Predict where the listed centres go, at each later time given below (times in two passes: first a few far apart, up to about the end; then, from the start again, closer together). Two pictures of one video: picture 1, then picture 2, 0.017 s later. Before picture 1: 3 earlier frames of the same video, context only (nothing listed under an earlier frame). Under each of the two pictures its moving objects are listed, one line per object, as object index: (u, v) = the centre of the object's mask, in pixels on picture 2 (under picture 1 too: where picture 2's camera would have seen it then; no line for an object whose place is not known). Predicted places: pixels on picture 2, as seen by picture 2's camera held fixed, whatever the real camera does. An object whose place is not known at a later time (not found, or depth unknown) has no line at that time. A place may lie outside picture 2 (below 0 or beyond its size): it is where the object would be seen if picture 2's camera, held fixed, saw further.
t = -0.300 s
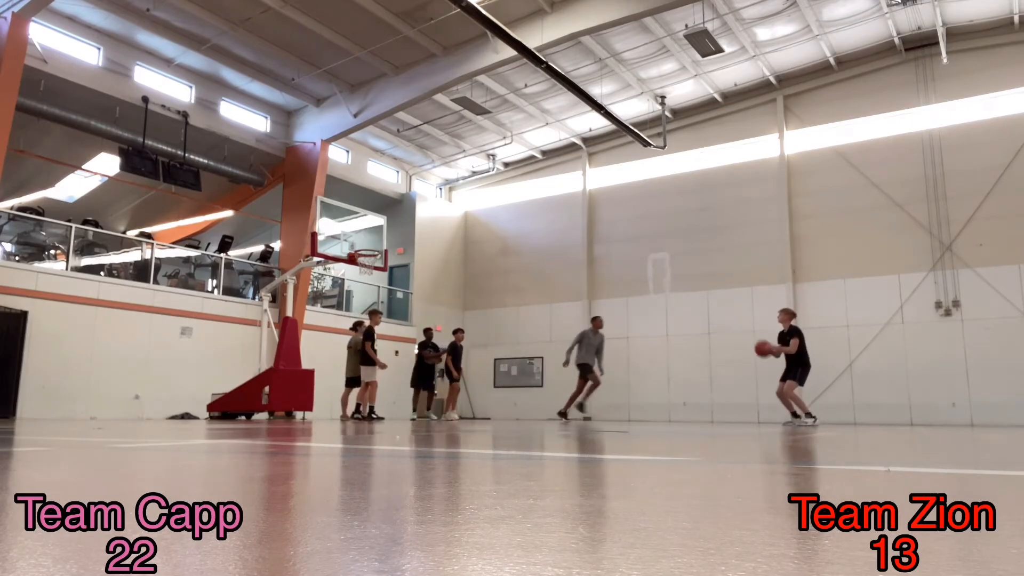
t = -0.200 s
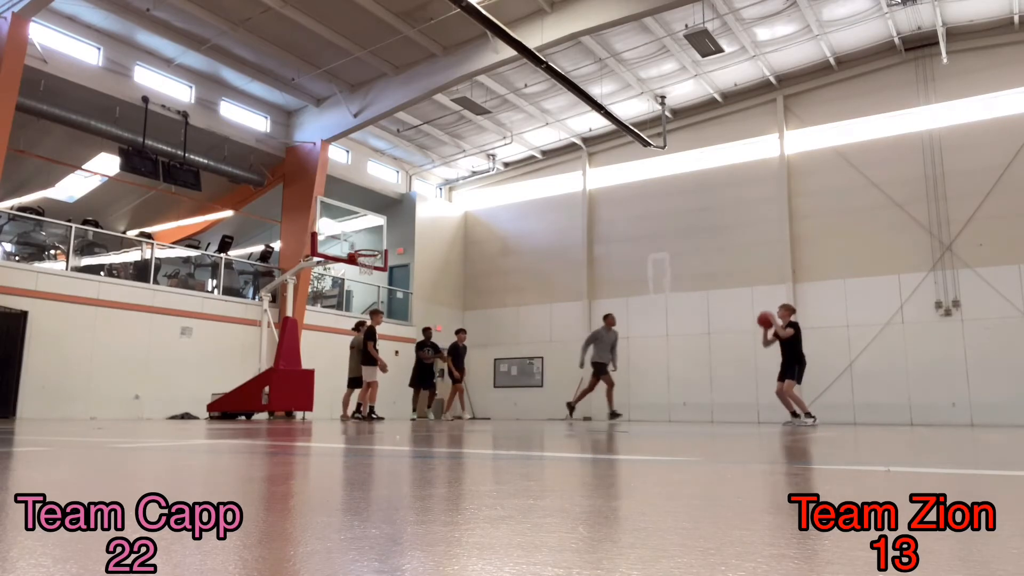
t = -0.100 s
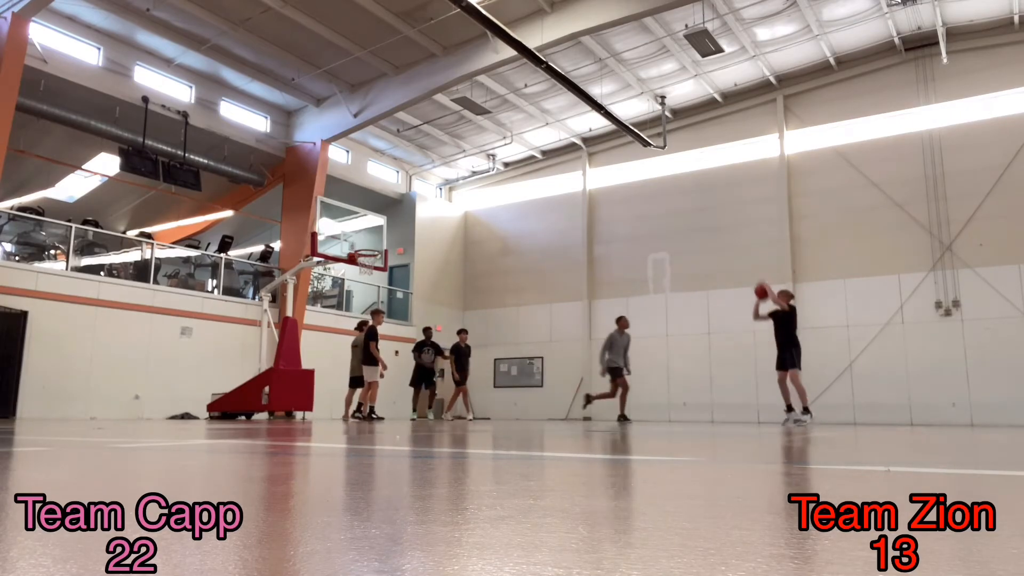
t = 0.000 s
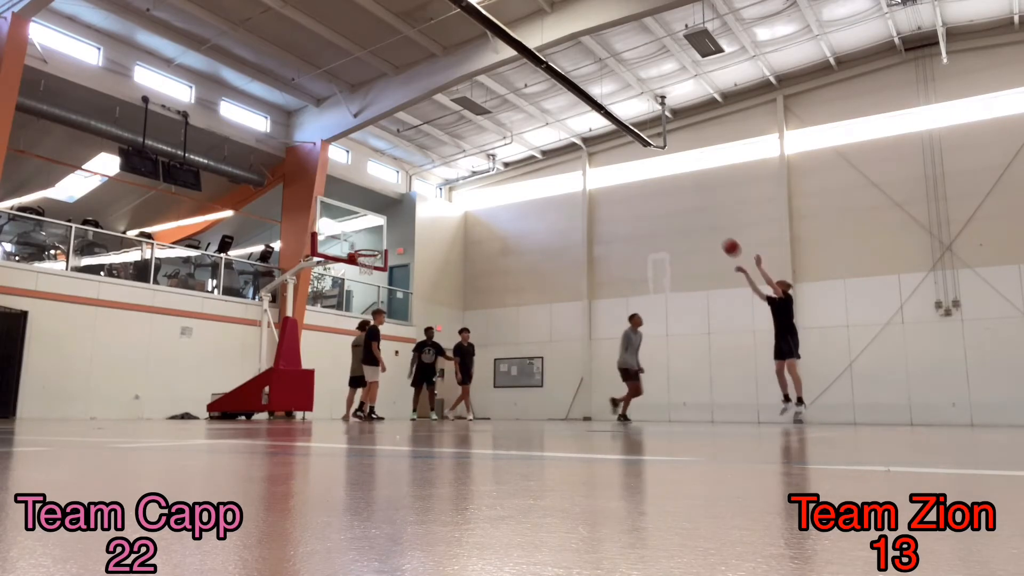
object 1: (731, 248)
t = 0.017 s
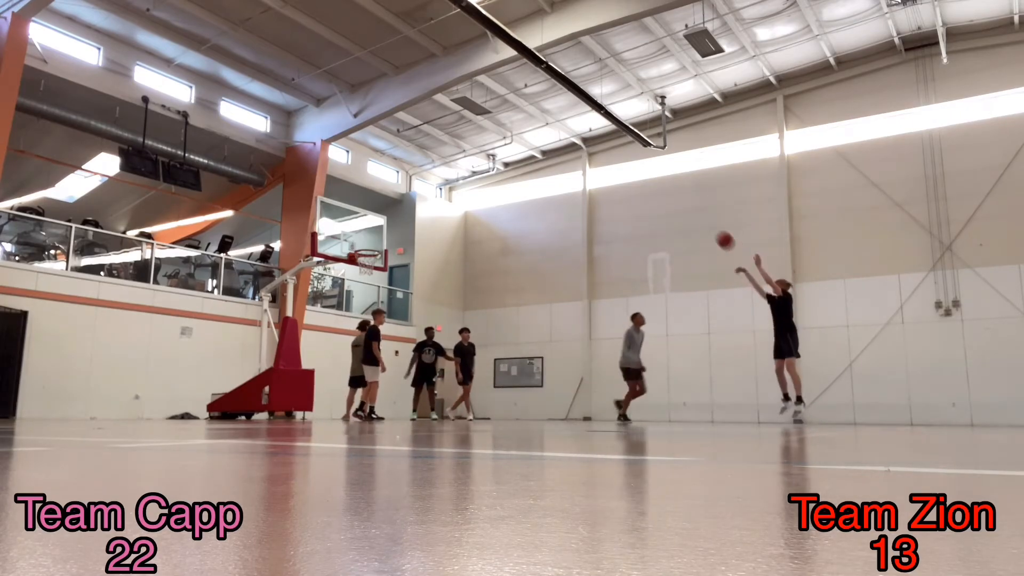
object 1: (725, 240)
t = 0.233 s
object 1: (649, 170)
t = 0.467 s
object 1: (578, 133)
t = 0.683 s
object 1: (520, 126)
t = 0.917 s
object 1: (463, 146)
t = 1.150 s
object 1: (409, 192)
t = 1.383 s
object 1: (359, 259)
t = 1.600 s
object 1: (365, 314)
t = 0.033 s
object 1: (719, 234)
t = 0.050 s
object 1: (713, 227)
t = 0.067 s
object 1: (707, 221)
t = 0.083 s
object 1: (700, 215)
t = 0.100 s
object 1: (694, 209)
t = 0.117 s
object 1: (689, 204)
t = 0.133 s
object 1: (683, 198)
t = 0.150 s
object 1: (677, 193)
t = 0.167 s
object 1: (671, 188)
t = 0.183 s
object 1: (666, 184)
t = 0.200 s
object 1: (660, 181)
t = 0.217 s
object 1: (655, 177)
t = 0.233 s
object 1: (649, 170)
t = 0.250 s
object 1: (643, 166)
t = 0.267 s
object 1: (638, 161)
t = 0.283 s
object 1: (632, 158)
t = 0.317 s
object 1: (622, 153)
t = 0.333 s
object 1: (617, 150)
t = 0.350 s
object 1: (613, 147)
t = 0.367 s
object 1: (608, 145)
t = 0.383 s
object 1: (603, 142)
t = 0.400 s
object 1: (598, 140)
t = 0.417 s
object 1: (593, 138)
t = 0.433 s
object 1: (588, 136)
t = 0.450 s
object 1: (583, 134)
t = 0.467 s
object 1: (578, 133)
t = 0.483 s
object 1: (574, 131)
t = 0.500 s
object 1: (569, 130)
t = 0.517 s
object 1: (564, 129)
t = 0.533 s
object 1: (560, 127)
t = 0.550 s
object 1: (555, 127)
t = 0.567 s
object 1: (551, 126)
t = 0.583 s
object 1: (547, 126)
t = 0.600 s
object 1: (542, 125)
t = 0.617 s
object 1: (538, 125)
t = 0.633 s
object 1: (533, 125)
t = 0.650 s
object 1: (529, 125)
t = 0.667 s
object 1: (524, 126)
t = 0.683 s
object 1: (520, 126)
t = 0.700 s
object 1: (516, 127)
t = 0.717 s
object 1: (512, 127)
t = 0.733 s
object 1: (508, 128)
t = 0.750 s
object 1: (504, 129)
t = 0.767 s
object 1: (499, 130)
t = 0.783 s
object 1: (495, 131)
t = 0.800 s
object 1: (491, 133)
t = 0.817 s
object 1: (487, 134)
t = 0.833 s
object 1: (483, 136)
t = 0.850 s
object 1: (479, 138)
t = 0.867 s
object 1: (475, 140)
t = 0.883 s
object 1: (471, 142)
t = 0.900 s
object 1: (467, 144)
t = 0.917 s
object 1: (463, 146)
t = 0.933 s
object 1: (459, 148)
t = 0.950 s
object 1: (455, 151)
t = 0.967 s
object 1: (451, 154)
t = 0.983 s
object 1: (447, 157)
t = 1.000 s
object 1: (443, 160)
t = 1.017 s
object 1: (440, 162)
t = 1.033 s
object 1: (436, 166)
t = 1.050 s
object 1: (432, 169)
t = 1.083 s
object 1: (424, 176)
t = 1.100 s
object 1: (421, 179)
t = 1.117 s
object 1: (416, 183)
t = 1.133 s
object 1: (412, 188)
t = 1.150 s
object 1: (409, 192)
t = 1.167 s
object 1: (406, 196)
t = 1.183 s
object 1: (402, 200)
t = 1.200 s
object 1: (398, 205)
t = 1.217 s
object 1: (395, 210)
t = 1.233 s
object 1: (391, 215)
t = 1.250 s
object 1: (388, 219)
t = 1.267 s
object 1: (384, 224)
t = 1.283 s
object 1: (380, 229)
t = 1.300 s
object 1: (377, 234)
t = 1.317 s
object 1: (373, 239)
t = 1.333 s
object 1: (370, 244)
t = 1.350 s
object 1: (366, 250)
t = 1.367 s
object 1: (362, 256)
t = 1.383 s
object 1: (359, 259)
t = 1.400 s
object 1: (361, 263)
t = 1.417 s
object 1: (361, 266)
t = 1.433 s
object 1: (362, 270)
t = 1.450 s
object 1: (362, 274)
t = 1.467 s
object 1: (363, 278)
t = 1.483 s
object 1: (363, 282)
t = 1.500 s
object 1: (364, 286)
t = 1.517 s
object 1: (364, 290)
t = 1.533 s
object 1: (364, 295)
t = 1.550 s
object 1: (364, 300)
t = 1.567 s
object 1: (365, 304)
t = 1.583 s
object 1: (365, 309)
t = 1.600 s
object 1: (365, 314)
